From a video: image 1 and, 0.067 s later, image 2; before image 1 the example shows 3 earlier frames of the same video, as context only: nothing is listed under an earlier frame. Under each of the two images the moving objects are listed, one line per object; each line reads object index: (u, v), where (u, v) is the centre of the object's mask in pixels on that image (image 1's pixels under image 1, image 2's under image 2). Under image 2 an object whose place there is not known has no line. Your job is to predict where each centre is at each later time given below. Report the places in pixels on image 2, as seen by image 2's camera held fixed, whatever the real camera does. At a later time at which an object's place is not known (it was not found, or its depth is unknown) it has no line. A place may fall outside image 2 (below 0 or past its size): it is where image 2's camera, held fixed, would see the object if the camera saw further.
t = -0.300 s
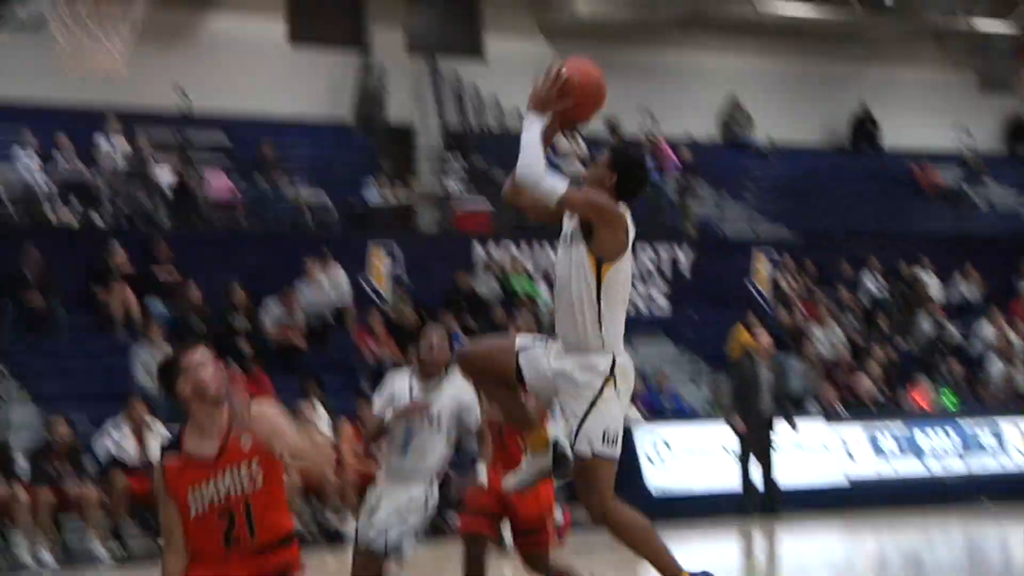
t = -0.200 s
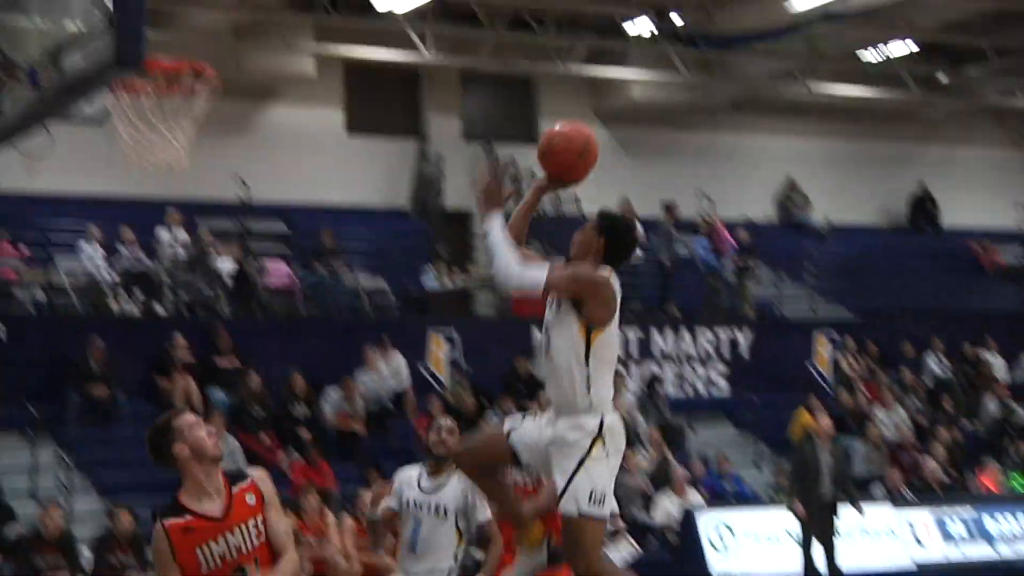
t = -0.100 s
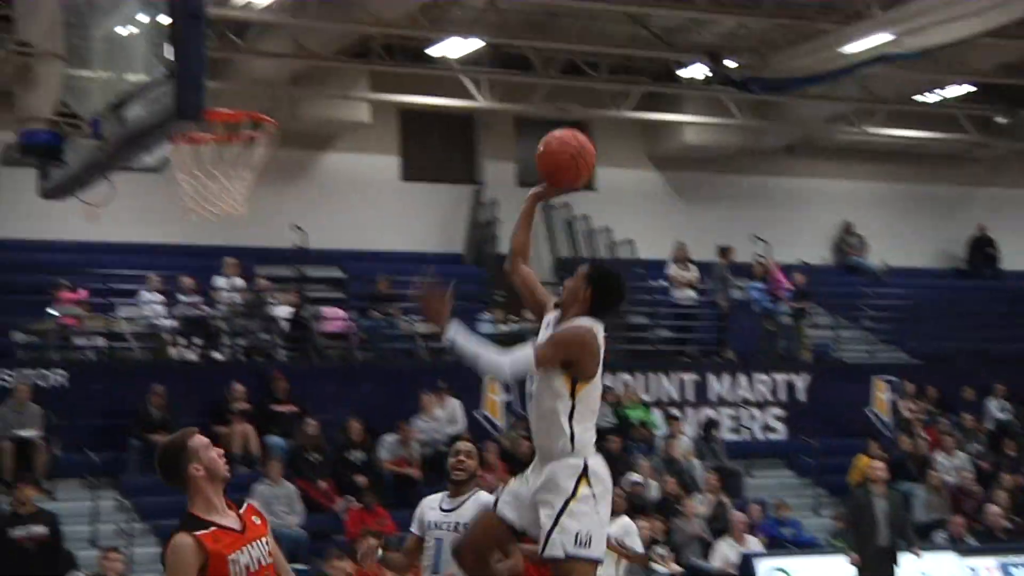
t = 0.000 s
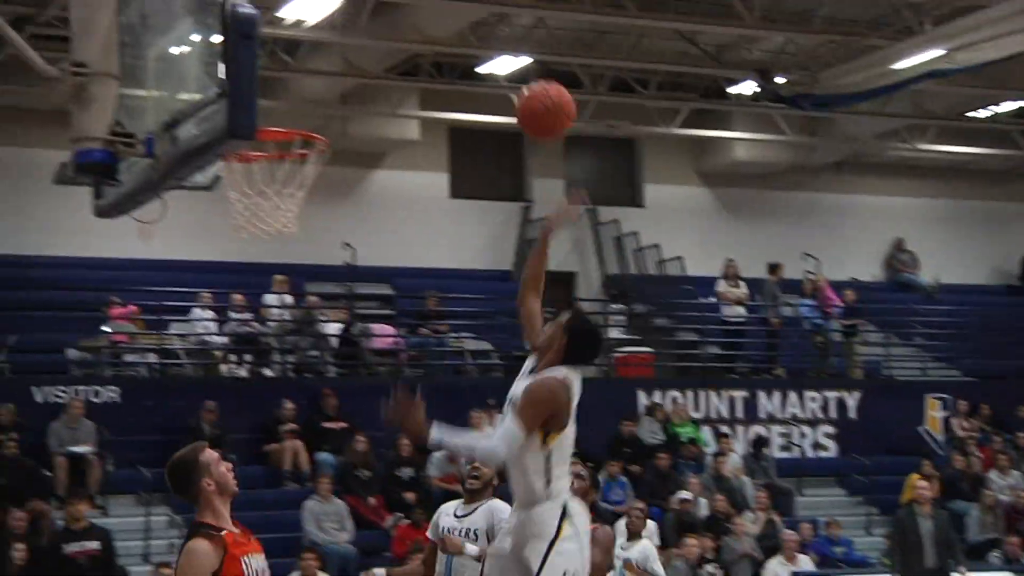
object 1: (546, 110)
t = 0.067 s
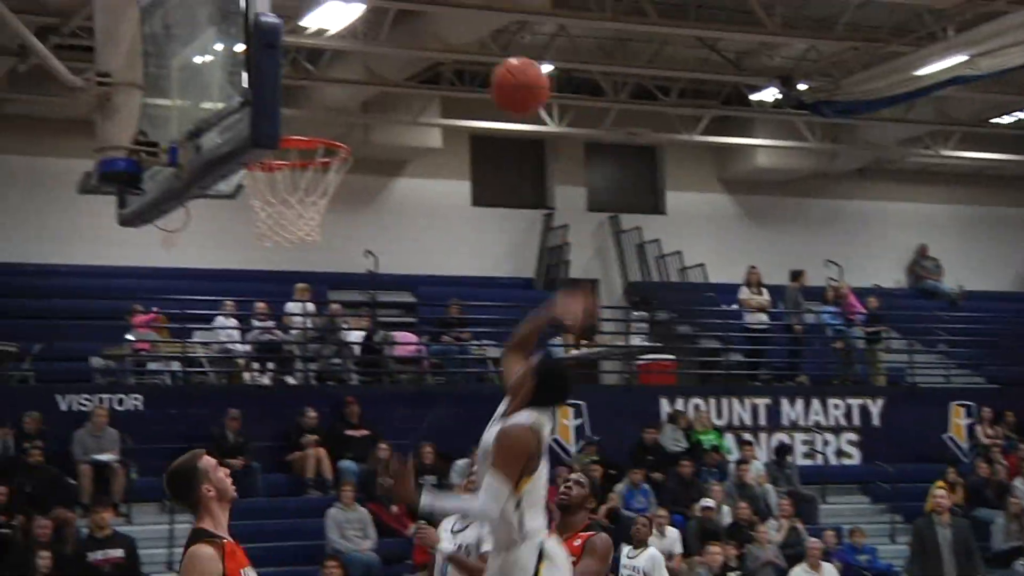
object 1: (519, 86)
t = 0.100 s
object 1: (492, 74)
